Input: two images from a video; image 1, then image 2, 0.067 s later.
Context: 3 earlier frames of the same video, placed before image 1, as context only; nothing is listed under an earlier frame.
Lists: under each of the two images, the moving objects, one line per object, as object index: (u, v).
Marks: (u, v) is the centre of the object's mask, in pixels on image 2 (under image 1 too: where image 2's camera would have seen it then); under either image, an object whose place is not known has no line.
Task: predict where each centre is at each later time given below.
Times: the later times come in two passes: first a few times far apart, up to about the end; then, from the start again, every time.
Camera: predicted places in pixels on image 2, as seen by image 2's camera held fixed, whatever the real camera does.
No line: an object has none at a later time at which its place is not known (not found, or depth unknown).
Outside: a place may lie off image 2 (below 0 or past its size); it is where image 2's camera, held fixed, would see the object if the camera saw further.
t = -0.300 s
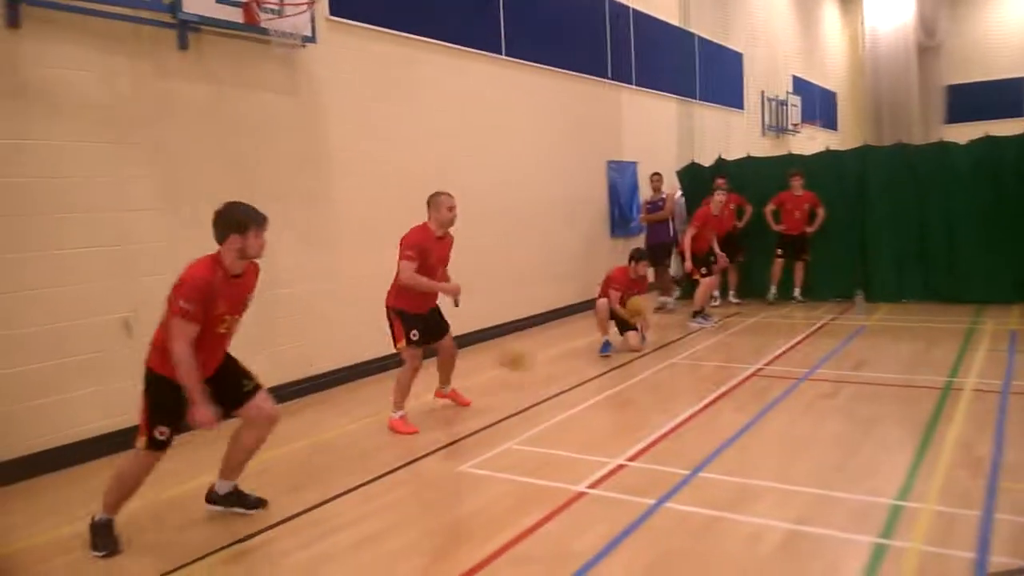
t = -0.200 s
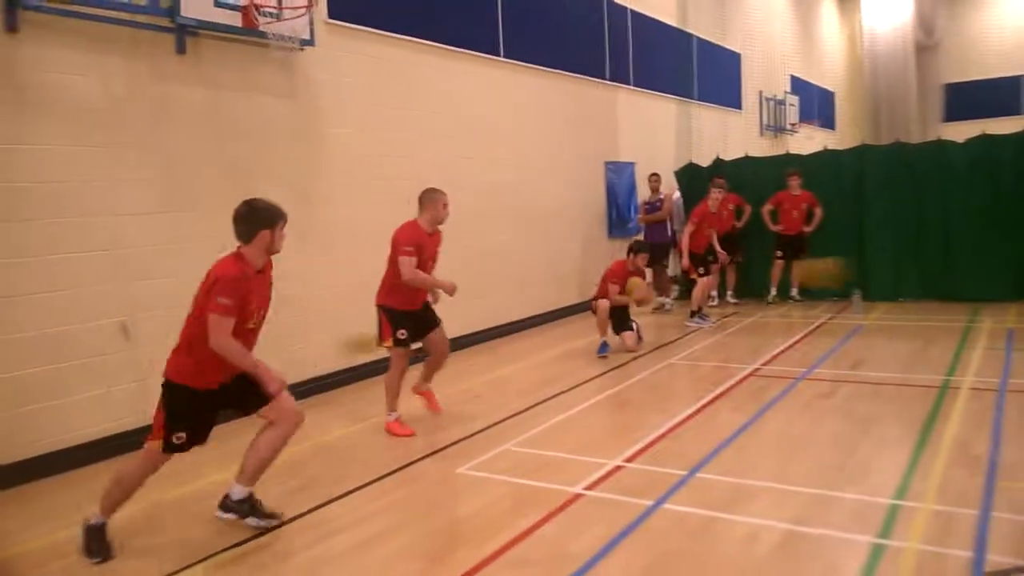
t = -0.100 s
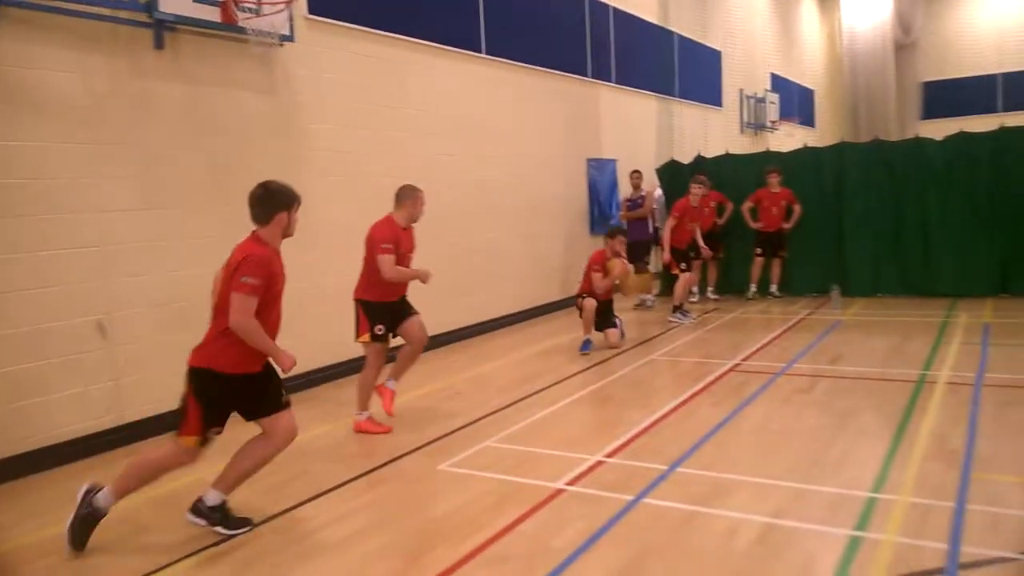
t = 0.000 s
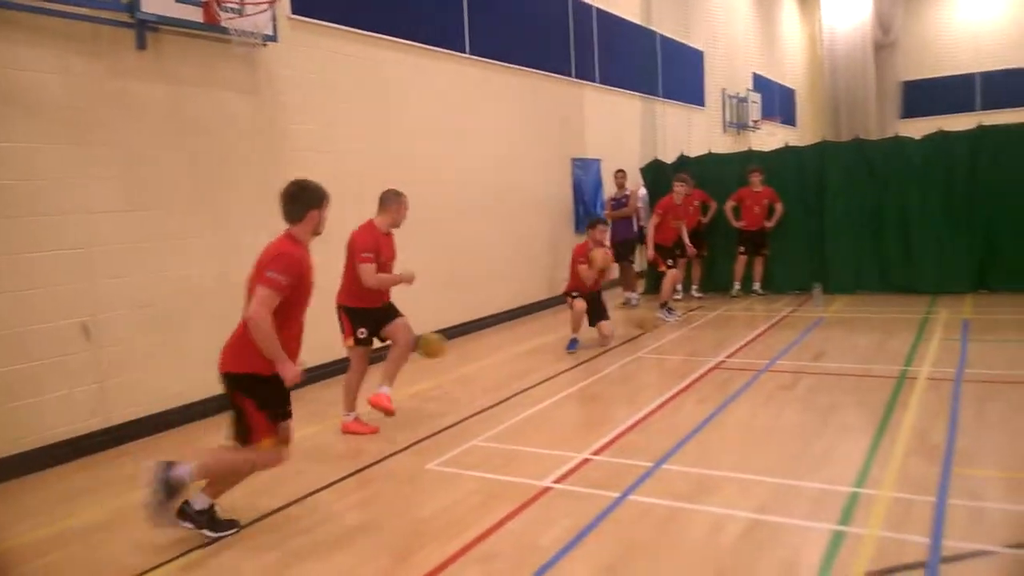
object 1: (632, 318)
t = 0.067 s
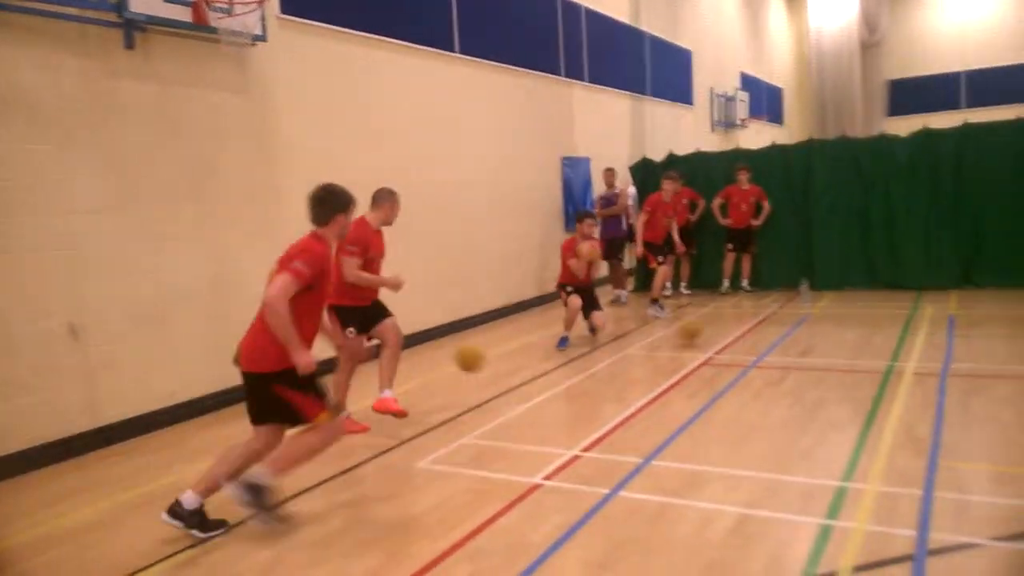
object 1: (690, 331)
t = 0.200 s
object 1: (794, 290)
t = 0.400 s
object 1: (955, 270)
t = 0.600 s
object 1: (1117, 298)
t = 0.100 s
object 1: (714, 319)
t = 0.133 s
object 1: (740, 309)
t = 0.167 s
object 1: (767, 297)
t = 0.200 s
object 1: (794, 290)
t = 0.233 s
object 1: (820, 284)
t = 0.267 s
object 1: (847, 277)
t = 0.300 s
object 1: (875, 274)
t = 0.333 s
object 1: (901, 271)
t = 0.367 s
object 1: (929, 269)
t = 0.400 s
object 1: (955, 270)
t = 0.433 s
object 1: (982, 271)
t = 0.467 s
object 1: (1010, 273)
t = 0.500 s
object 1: (1036, 277)
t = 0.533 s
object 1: (1064, 282)
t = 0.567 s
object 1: (1090, 289)
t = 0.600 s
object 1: (1117, 298)
